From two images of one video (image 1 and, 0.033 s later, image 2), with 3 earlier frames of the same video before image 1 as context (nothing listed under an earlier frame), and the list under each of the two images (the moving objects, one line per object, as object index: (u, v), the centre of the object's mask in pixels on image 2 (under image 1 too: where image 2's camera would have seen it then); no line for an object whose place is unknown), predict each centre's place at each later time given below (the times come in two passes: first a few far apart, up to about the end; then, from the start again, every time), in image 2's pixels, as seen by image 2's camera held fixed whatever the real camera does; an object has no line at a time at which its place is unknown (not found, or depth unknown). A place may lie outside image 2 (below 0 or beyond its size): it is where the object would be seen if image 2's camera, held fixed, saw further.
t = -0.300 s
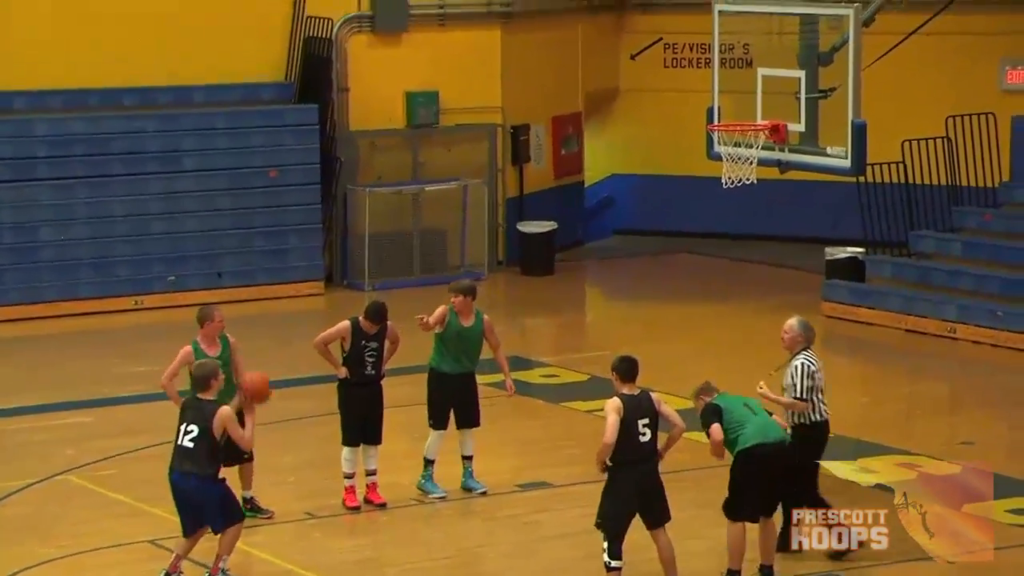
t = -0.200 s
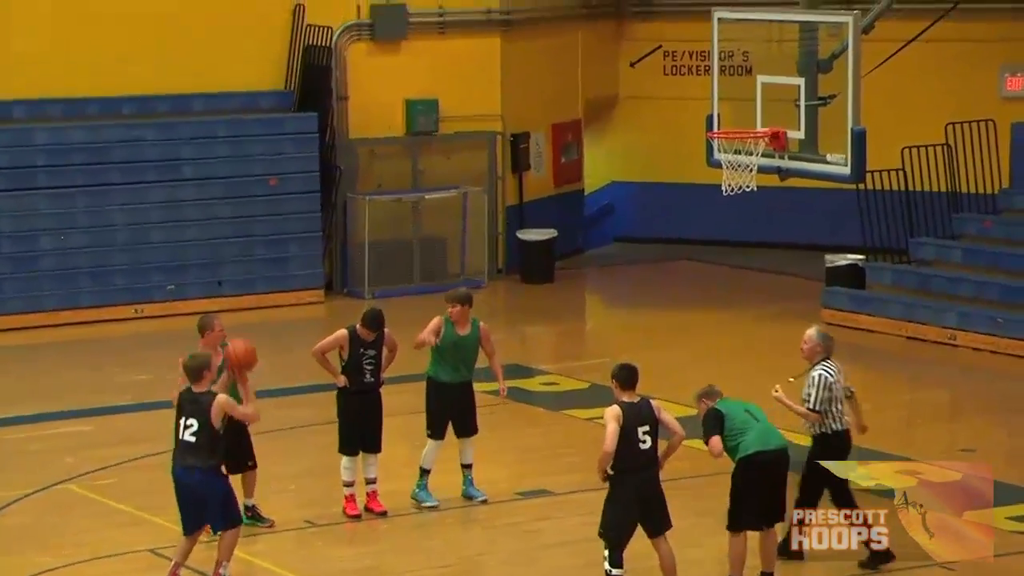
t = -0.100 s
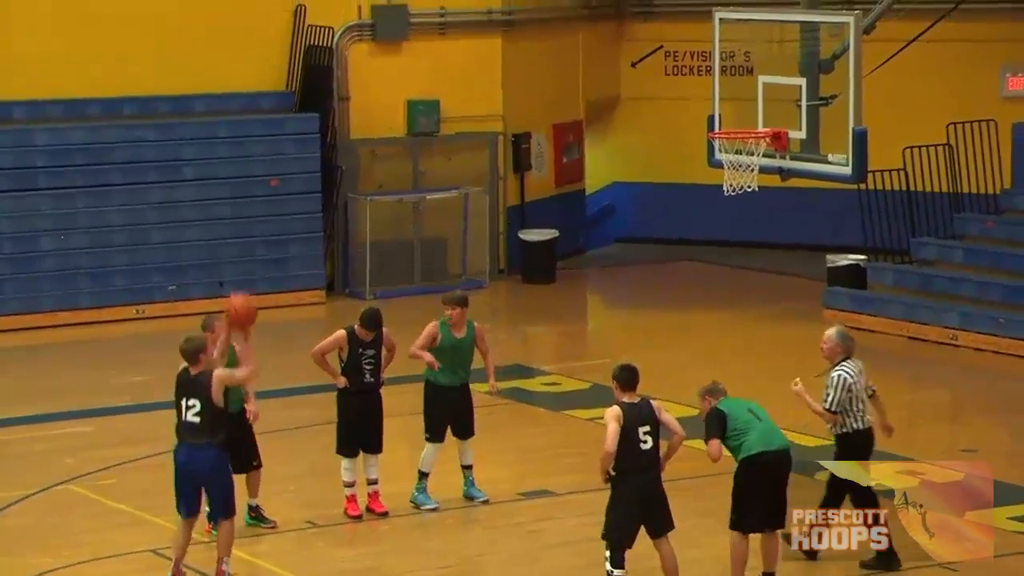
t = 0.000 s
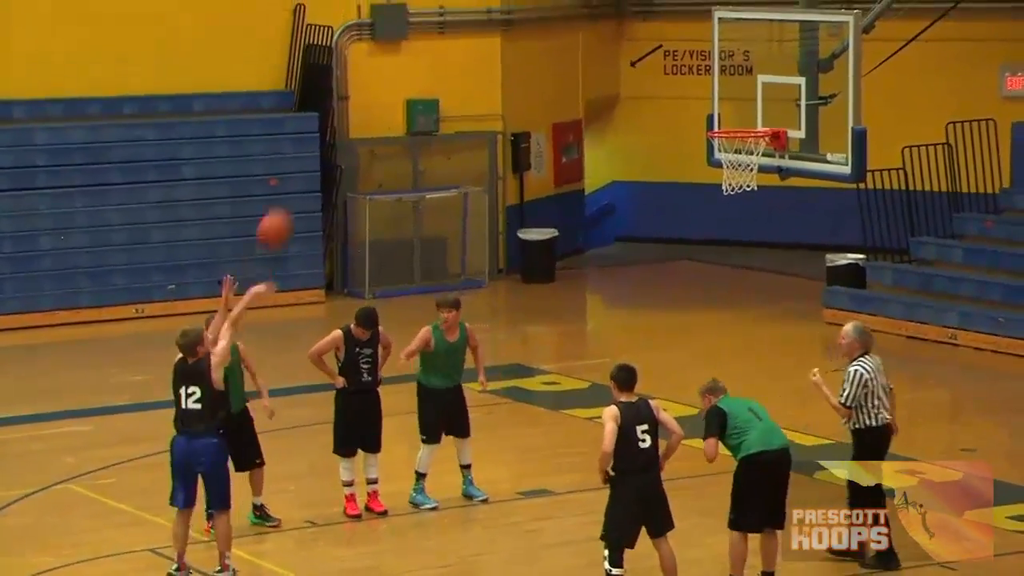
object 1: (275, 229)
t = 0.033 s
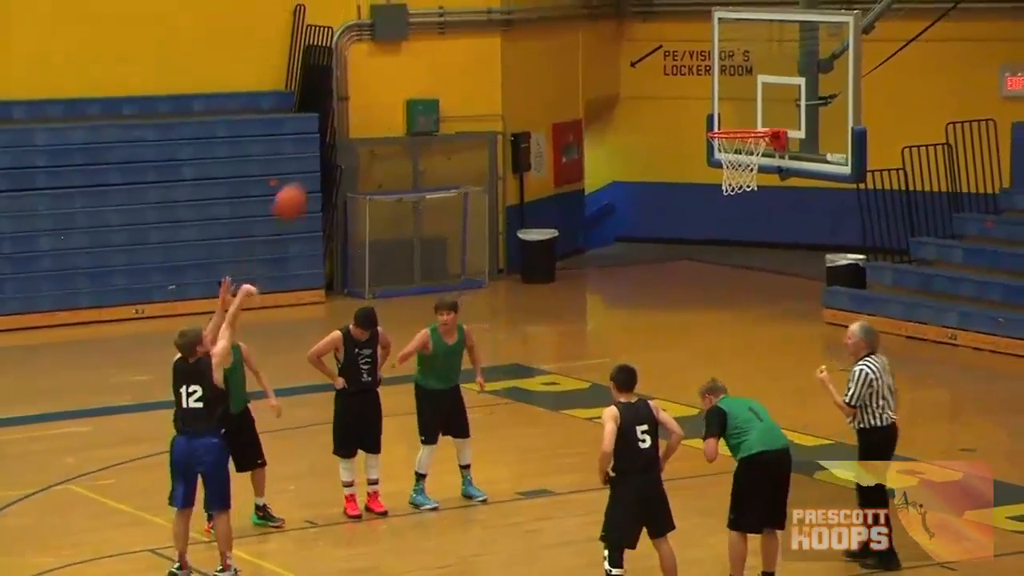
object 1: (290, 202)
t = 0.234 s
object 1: (384, 79)
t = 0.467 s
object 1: (487, 7)
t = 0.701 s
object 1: (586, 7)
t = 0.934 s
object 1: (681, 79)
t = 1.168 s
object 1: (753, 119)
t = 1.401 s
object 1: (746, 94)
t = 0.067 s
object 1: (306, 177)
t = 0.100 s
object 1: (320, 155)
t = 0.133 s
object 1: (336, 133)
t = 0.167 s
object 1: (352, 114)
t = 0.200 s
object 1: (368, 96)
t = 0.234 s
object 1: (384, 79)
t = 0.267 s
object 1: (399, 63)
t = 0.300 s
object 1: (414, 49)
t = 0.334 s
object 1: (428, 37)
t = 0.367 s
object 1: (443, 27)
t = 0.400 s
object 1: (456, 20)
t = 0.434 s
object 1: (473, 10)
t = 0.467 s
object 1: (487, 7)
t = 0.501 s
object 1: (502, 4)
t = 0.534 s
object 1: (515, 3)
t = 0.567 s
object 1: (531, 3)
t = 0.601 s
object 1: (545, 2)
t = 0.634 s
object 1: (558, 3)
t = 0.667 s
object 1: (572, 5)
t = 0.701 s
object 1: (586, 7)
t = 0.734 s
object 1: (599, 10)
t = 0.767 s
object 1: (613, 18)
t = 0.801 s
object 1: (626, 29)
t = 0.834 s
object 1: (639, 39)
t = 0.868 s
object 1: (652, 52)
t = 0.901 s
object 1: (668, 65)
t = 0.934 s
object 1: (681, 79)
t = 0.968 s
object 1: (694, 93)
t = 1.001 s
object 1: (707, 111)
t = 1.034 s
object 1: (718, 121)
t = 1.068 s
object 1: (728, 121)
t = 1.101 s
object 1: (736, 122)
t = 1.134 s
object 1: (749, 122)
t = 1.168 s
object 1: (753, 119)
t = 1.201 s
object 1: (751, 111)
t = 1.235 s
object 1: (751, 105)
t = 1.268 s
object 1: (750, 100)
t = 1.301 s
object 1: (749, 96)
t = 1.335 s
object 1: (748, 94)
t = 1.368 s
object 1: (747, 93)
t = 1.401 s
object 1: (746, 94)
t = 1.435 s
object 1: (745, 95)
